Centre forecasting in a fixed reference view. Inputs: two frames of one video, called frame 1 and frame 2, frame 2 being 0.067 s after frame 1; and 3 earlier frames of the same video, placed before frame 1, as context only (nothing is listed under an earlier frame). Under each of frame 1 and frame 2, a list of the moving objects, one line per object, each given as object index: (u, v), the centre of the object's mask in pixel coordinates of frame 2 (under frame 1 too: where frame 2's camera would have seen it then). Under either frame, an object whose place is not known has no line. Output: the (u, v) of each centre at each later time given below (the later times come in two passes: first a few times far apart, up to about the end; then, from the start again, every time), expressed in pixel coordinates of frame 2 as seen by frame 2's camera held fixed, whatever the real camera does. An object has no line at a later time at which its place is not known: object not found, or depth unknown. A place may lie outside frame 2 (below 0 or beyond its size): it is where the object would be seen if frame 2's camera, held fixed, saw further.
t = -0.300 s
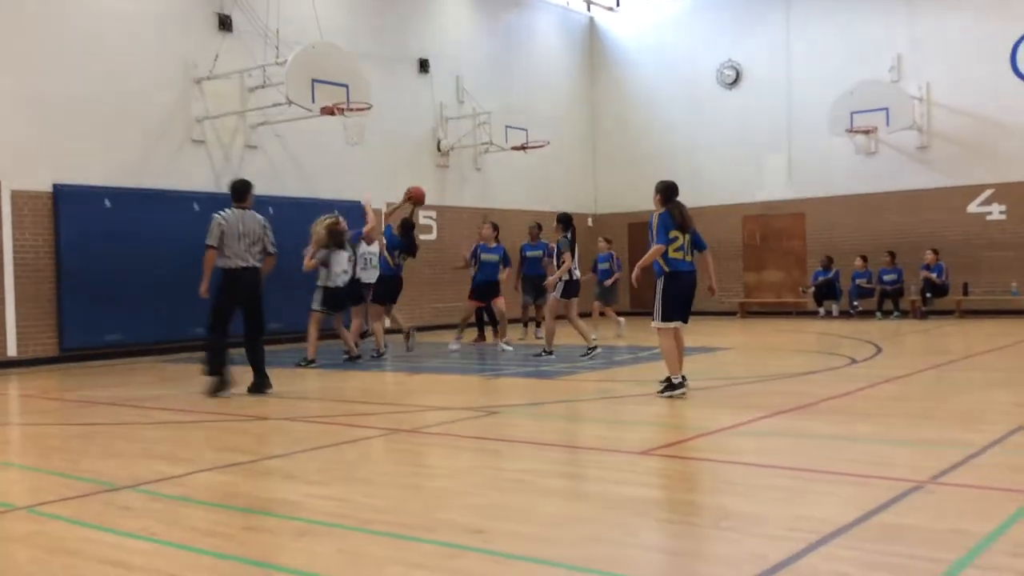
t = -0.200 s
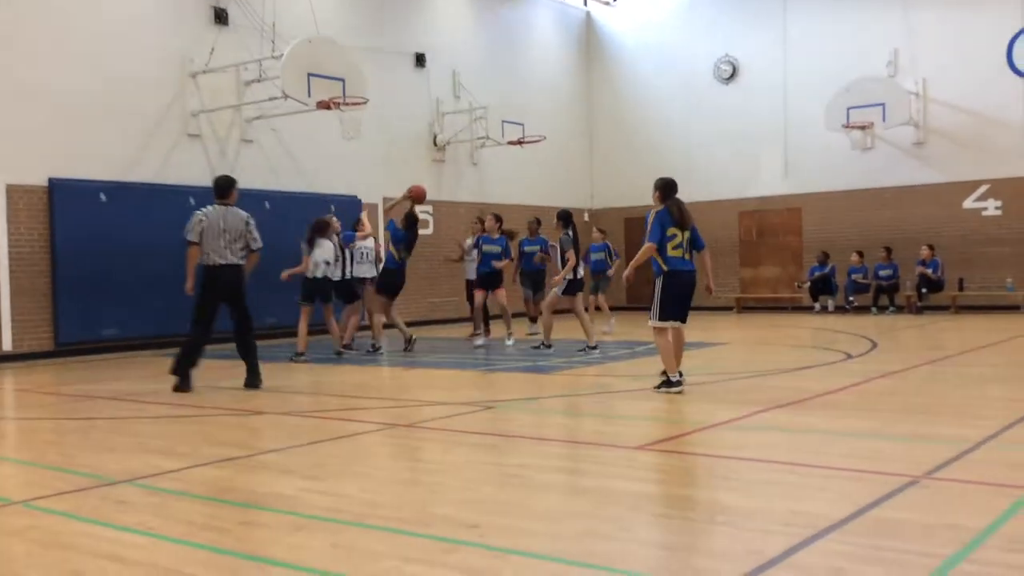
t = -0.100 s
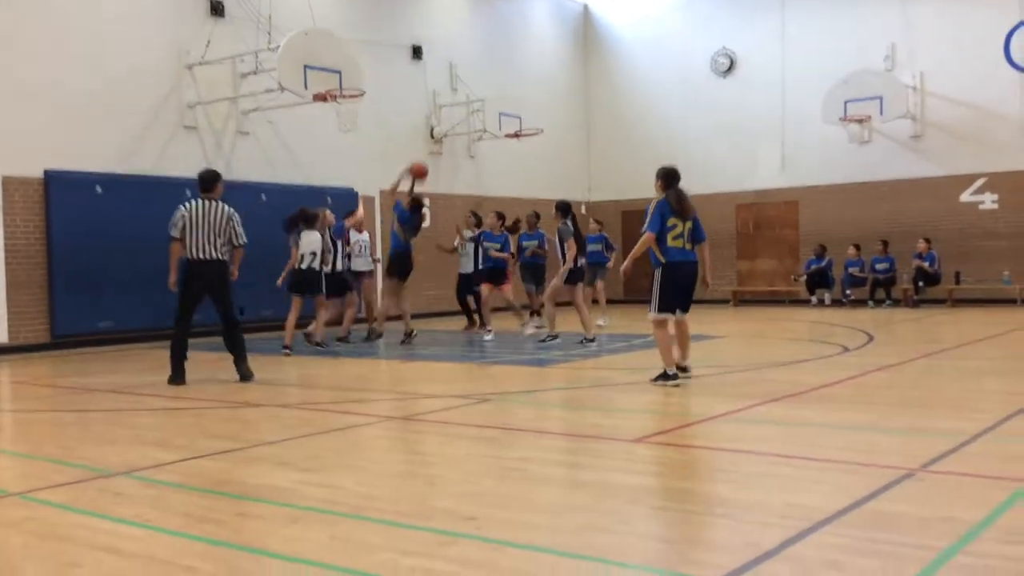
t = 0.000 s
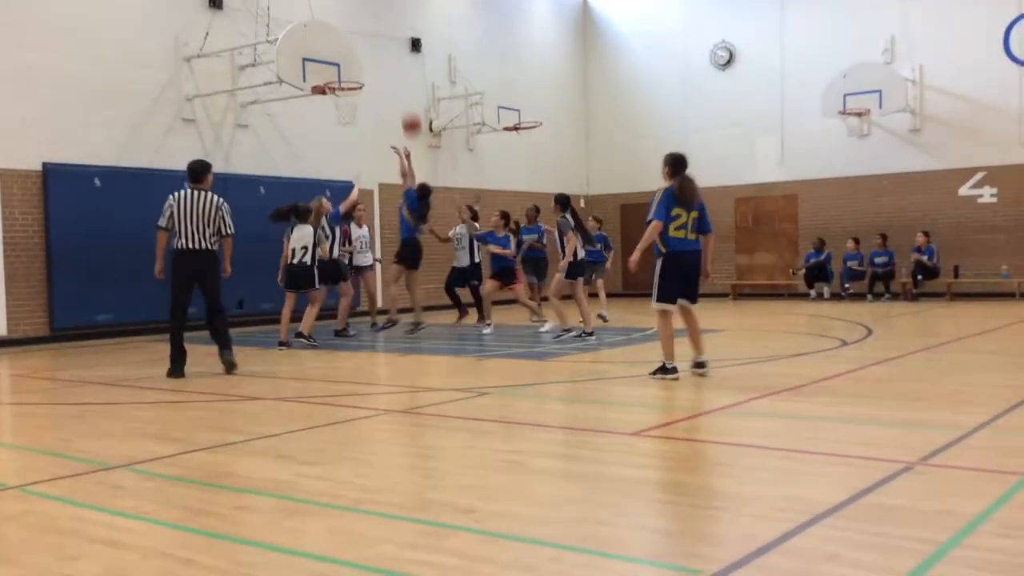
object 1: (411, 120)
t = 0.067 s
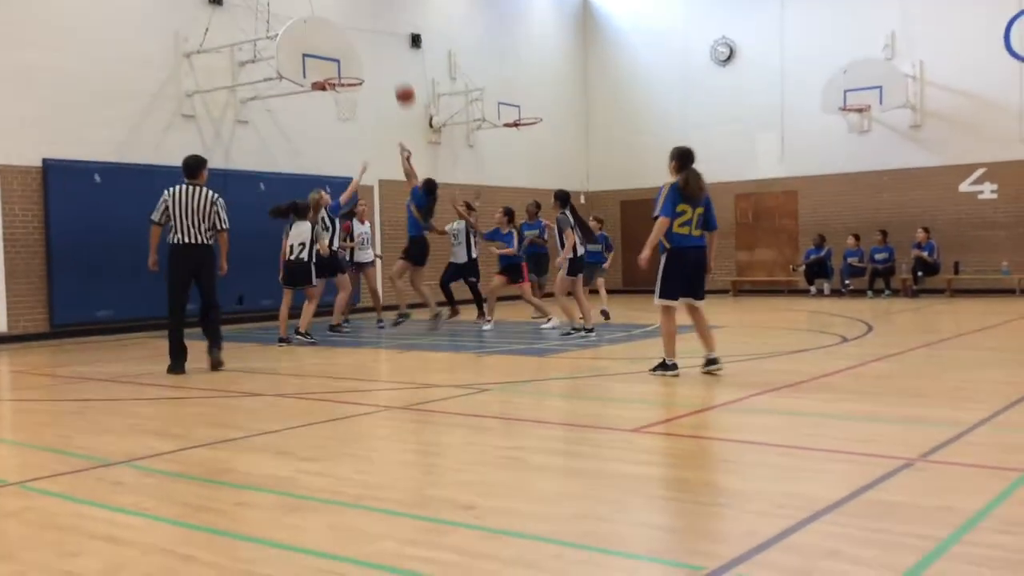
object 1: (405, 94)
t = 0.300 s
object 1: (382, 33)
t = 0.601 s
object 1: (357, 24)
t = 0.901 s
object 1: (339, 67)
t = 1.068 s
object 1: (343, 49)
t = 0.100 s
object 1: (401, 83)
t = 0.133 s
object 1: (398, 72)
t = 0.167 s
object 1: (395, 62)
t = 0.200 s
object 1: (392, 54)
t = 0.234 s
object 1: (388, 46)
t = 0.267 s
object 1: (385, 40)
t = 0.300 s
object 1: (382, 33)
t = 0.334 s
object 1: (379, 29)
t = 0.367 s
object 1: (376, 25)
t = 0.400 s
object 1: (374, 22)
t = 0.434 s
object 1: (370, 20)
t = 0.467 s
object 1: (368, 19)
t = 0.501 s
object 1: (365, 19)
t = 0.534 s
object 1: (362, 19)
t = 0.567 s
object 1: (360, 21)
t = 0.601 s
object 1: (357, 24)
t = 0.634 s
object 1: (355, 27)
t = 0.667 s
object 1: (352, 31)
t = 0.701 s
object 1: (350, 36)
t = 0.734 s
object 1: (348, 42)
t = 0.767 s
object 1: (345, 49)
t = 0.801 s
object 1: (343, 57)
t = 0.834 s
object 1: (341, 67)
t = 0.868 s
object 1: (339, 72)
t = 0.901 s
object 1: (339, 67)
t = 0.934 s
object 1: (339, 62)
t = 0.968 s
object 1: (339, 57)
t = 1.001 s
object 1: (340, 53)
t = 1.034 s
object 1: (341, 51)
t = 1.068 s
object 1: (343, 49)
